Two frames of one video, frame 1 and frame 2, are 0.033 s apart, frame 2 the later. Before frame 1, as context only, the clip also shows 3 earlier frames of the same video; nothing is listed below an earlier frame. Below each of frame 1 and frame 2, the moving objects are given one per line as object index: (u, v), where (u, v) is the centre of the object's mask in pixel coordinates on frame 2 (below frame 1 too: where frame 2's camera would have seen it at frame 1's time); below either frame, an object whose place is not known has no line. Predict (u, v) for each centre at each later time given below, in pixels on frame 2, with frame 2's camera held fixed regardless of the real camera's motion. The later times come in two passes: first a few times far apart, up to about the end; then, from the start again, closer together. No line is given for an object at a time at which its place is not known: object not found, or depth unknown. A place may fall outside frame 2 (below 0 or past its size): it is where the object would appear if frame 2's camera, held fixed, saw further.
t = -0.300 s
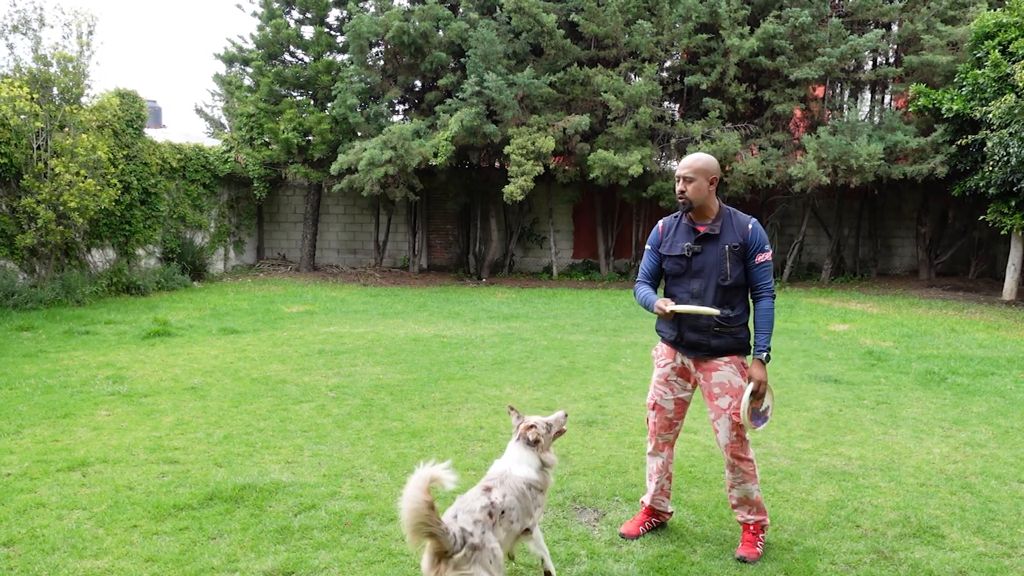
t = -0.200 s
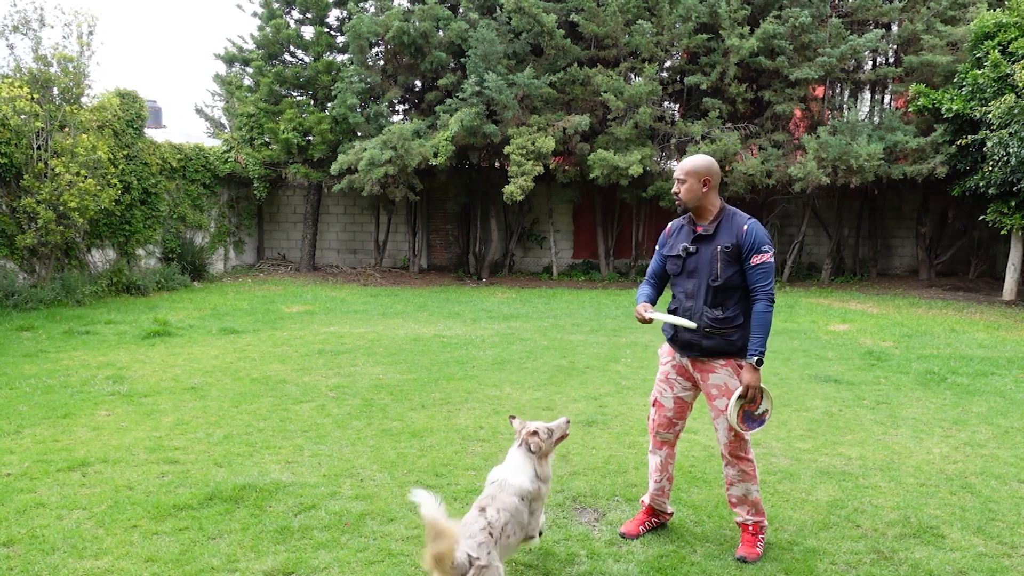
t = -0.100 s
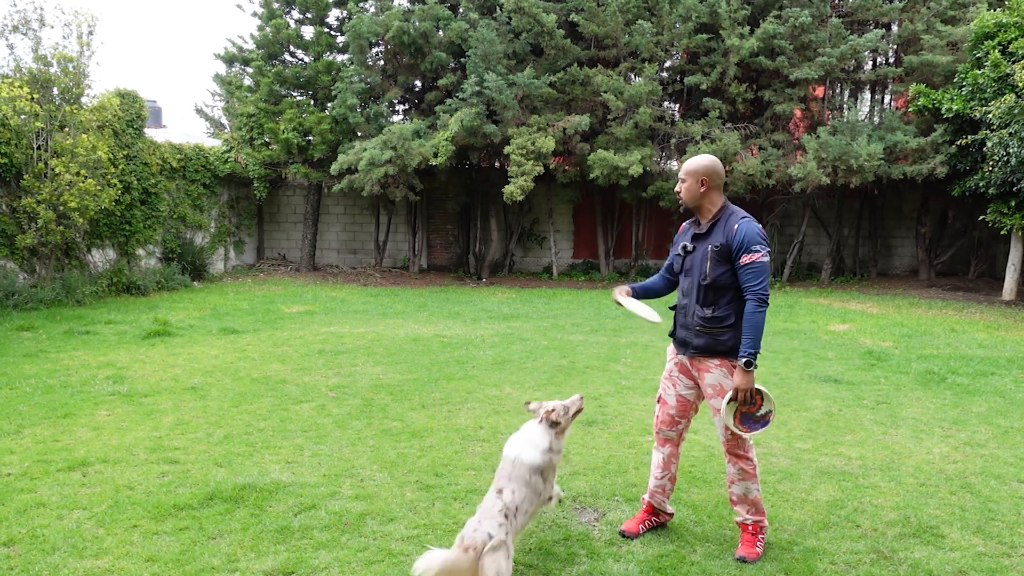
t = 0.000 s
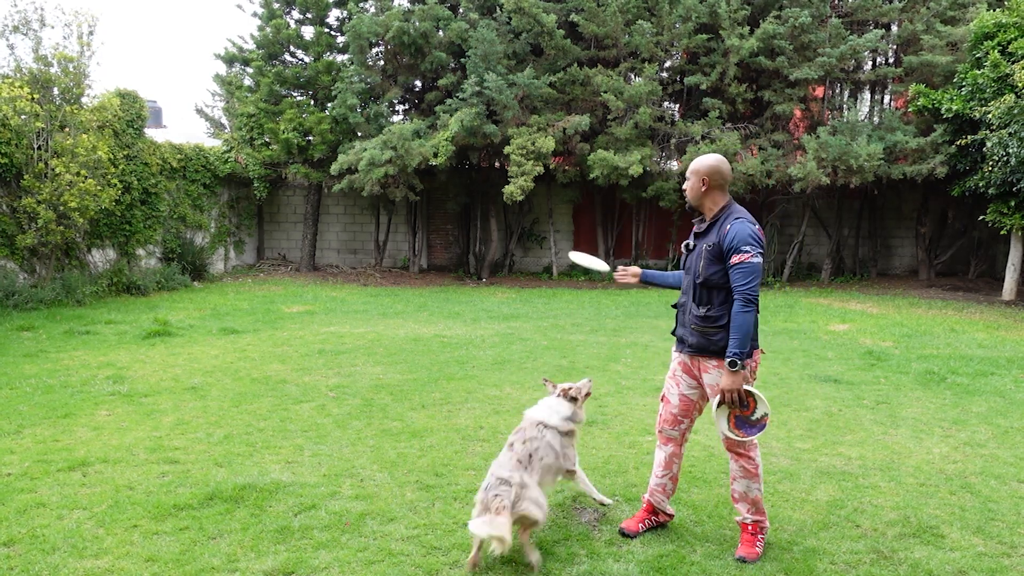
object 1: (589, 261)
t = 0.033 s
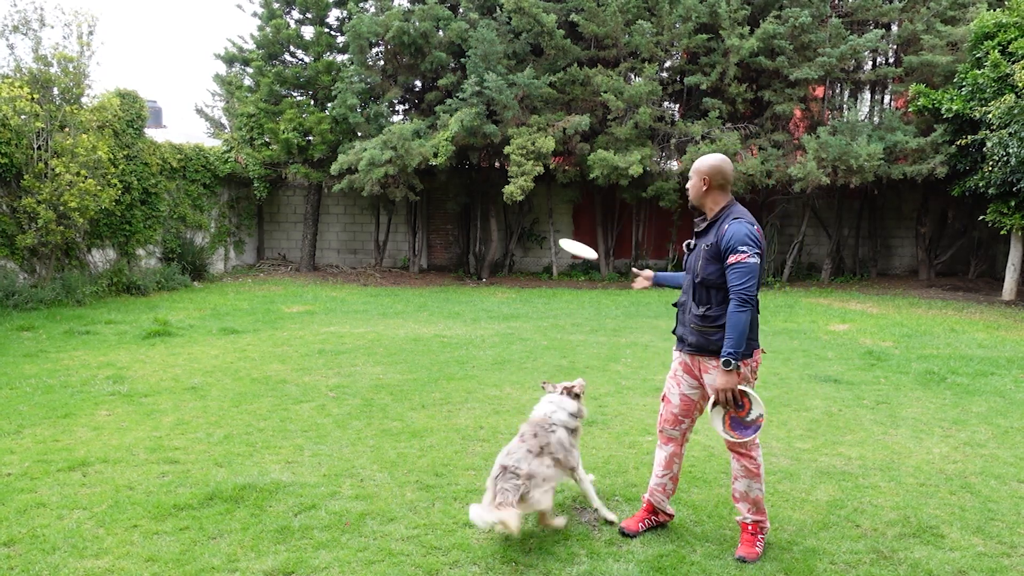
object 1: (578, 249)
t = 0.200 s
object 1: (541, 219)
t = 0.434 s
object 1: (517, 222)
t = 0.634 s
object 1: (510, 241)
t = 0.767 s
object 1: (511, 255)
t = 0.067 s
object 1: (569, 239)
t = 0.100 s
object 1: (561, 231)
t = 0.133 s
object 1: (553, 226)
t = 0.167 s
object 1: (547, 221)
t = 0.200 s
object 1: (541, 219)
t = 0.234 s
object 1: (536, 217)
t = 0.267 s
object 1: (531, 216)
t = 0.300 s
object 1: (527, 216)
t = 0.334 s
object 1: (524, 217)
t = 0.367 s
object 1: (521, 218)
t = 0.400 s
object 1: (519, 220)
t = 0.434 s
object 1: (517, 222)
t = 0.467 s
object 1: (515, 225)
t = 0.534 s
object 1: (512, 231)
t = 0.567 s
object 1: (511, 234)
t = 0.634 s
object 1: (510, 241)
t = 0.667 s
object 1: (510, 244)
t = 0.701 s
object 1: (510, 248)
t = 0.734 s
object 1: (510, 251)
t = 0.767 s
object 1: (511, 255)
